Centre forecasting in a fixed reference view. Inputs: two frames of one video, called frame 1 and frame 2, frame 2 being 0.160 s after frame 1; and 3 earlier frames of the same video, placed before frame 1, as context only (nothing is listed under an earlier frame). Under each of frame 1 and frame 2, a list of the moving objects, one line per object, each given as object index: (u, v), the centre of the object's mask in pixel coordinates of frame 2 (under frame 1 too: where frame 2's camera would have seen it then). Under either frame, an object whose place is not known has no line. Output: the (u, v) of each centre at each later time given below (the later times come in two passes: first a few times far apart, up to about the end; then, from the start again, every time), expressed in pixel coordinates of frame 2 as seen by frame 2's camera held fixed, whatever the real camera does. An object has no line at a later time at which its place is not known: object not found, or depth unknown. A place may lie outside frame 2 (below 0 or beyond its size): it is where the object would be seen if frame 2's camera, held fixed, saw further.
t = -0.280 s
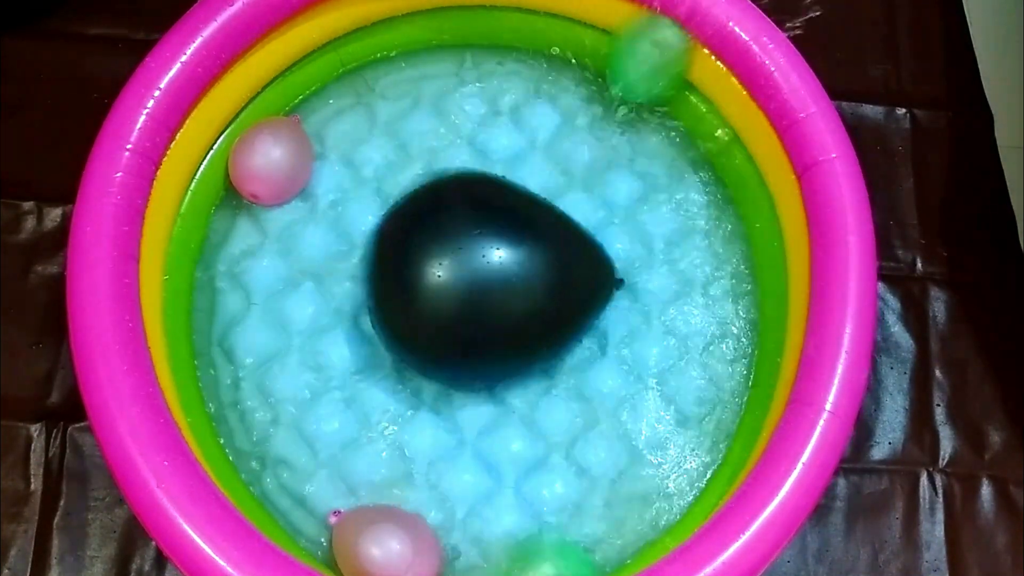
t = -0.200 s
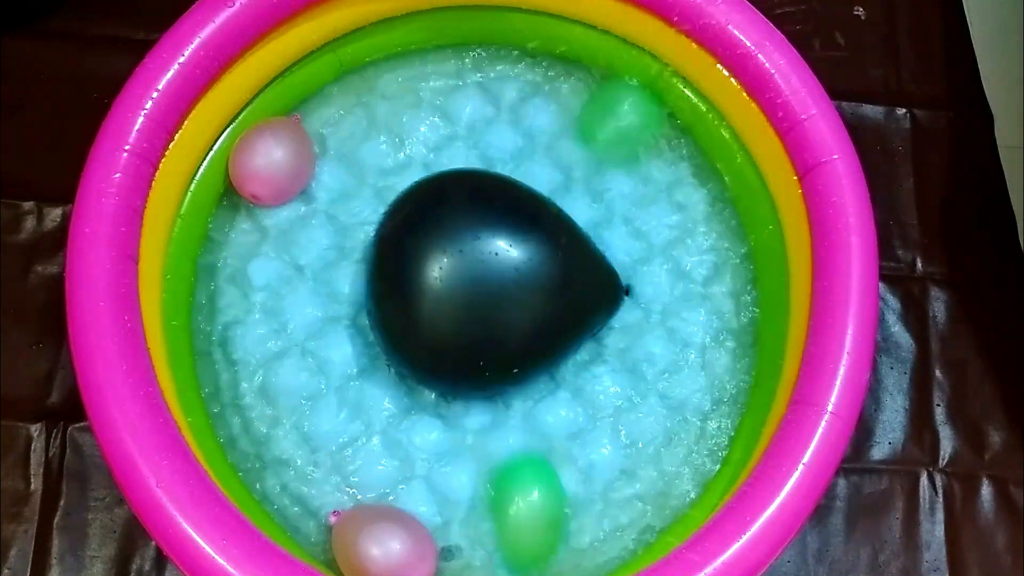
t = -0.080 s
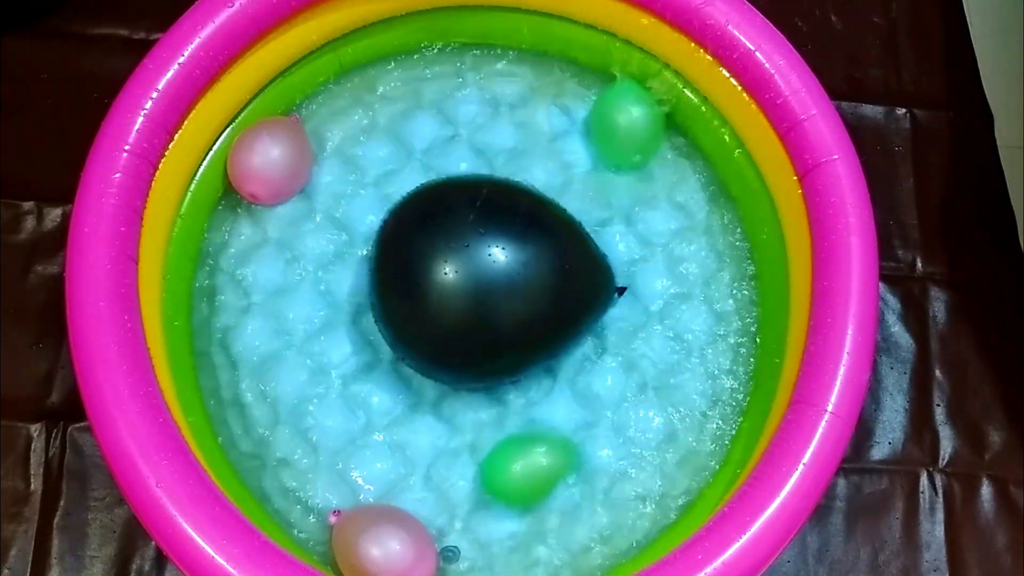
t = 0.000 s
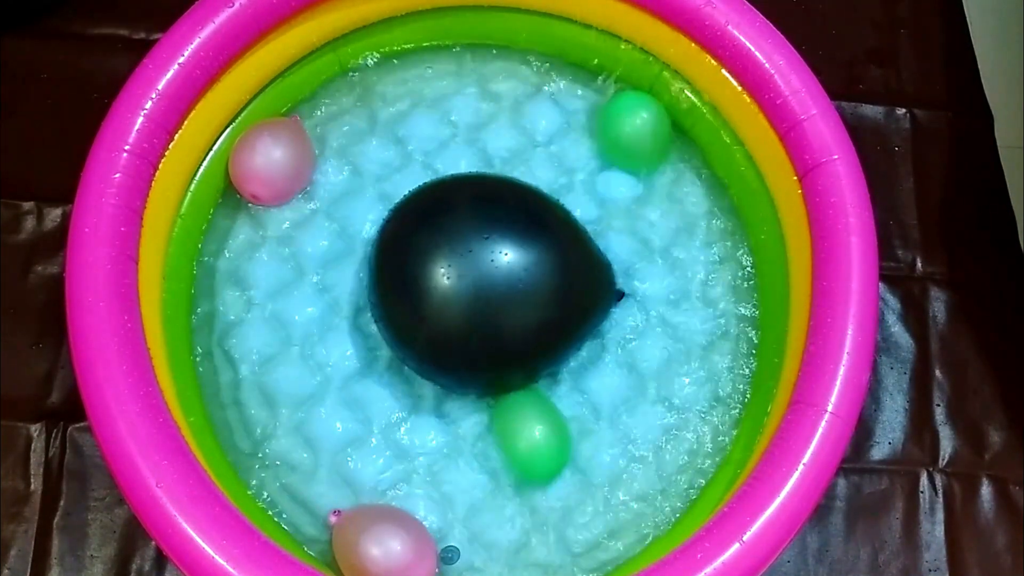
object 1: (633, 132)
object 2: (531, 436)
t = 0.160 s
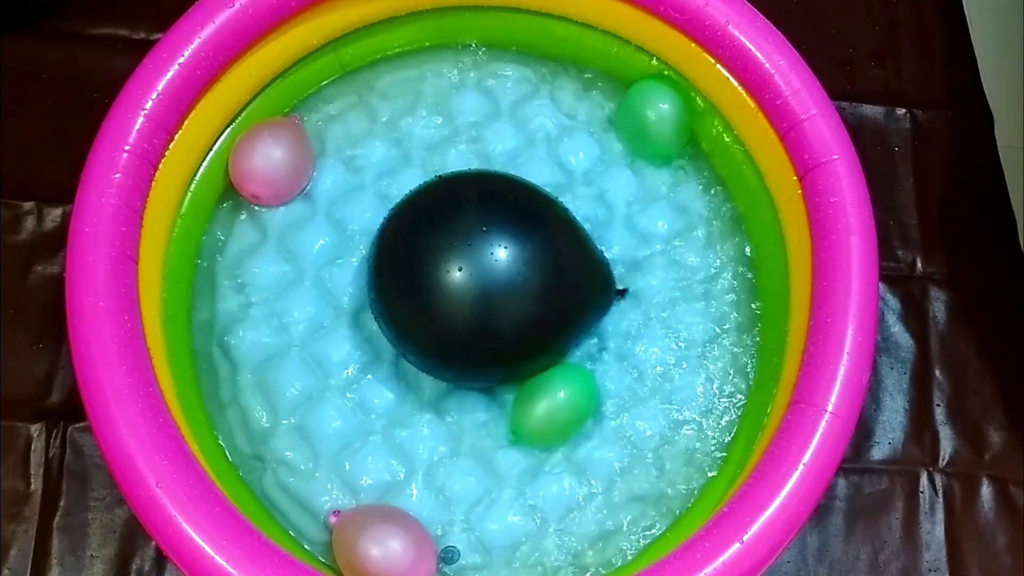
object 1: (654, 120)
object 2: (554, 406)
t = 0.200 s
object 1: (653, 121)
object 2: (556, 402)
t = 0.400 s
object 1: (644, 119)
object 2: (574, 399)
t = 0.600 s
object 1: (641, 118)
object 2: (593, 397)
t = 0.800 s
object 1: (640, 115)
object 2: (590, 412)
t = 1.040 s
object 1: (639, 115)
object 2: (593, 402)
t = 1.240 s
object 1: (638, 115)
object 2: (593, 408)
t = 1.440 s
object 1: (639, 116)
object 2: (592, 404)
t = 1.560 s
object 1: (638, 117)
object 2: (592, 406)
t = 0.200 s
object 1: (653, 121)
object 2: (556, 402)
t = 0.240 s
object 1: (650, 124)
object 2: (557, 401)
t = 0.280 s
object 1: (646, 125)
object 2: (559, 401)
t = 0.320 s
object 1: (645, 124)
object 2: (563, 402)
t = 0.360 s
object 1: (645, 119)
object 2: (569, 402)
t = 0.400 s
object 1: (644, 119)
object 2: (574, 399)
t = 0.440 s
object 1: (643, 120)
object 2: (579, 397)
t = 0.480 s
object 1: (642, 121)
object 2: (584, 396)
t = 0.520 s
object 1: (642, 120)
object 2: (589, 395)
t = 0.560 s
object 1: (641, 118)
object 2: (593, 396)
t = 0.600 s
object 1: (641, 118)
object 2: (593, 397)
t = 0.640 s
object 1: (640, 118)
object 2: (591, 400)
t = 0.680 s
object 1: (639, 119)
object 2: (590, 403)
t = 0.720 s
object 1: (640, 118)
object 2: (588, 407)
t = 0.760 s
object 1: (640, 117)
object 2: (588, 409)
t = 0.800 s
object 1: (640, 115)
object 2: (590, 412)
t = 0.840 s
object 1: (639, 116)
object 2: (592, 412)
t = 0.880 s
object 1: (638, 117)
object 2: (594, 410)
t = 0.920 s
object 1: (638, 117)
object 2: (594, 407)
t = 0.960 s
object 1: (638, 116)
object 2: (595, 406)
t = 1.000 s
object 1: (639, 115)
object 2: (594, 403)
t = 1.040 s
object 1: (639, 115)
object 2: (593, 402)
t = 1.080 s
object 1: (638, 116)
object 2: (593, 402)
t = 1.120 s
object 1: (638, 117)
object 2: (592, 404)
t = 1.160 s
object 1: (638, 116)
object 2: (591, 405)
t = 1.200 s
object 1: (638, 116)
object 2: (592, 407)
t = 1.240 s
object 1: (638, 115)
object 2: (593, 408)
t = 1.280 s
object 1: (638, 115)
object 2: (593, 408)
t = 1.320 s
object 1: (638, 116)
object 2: (593, 407)
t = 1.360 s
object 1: (638, 116)
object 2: (594, 406)
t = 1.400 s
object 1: (639, 116)
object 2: (593, 404)
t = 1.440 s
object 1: (639, 116)
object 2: (592, 404)
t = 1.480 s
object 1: (638, 117)
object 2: (593, 404)
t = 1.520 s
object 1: (638, 114)
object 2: (593, 405)
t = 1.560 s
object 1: (638, 117)
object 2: (592, 406)
